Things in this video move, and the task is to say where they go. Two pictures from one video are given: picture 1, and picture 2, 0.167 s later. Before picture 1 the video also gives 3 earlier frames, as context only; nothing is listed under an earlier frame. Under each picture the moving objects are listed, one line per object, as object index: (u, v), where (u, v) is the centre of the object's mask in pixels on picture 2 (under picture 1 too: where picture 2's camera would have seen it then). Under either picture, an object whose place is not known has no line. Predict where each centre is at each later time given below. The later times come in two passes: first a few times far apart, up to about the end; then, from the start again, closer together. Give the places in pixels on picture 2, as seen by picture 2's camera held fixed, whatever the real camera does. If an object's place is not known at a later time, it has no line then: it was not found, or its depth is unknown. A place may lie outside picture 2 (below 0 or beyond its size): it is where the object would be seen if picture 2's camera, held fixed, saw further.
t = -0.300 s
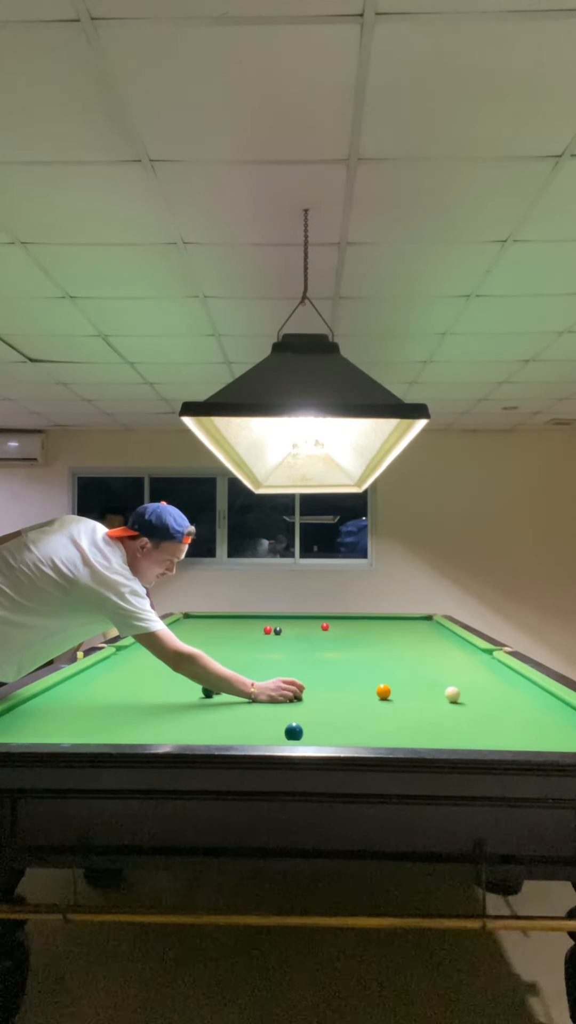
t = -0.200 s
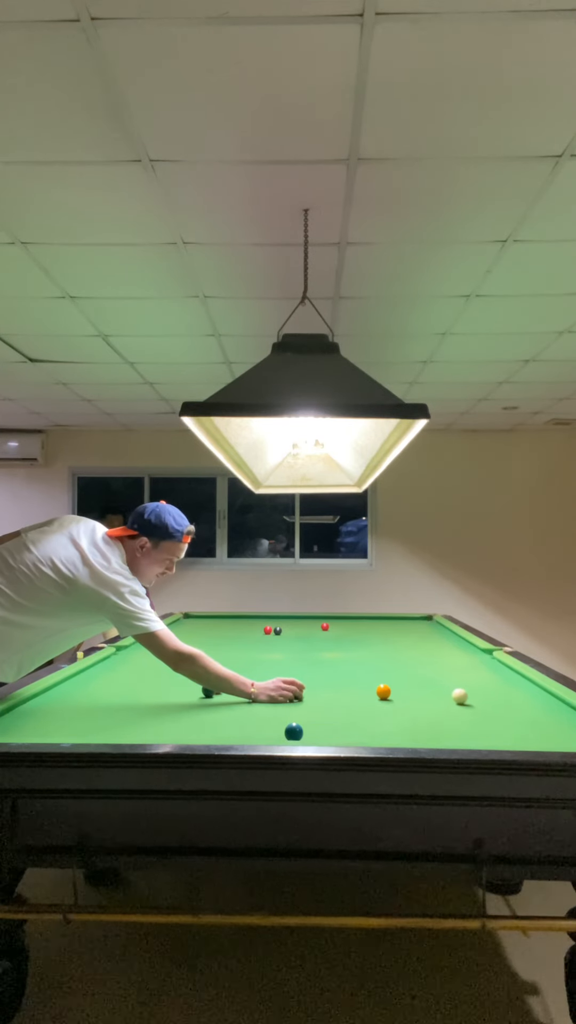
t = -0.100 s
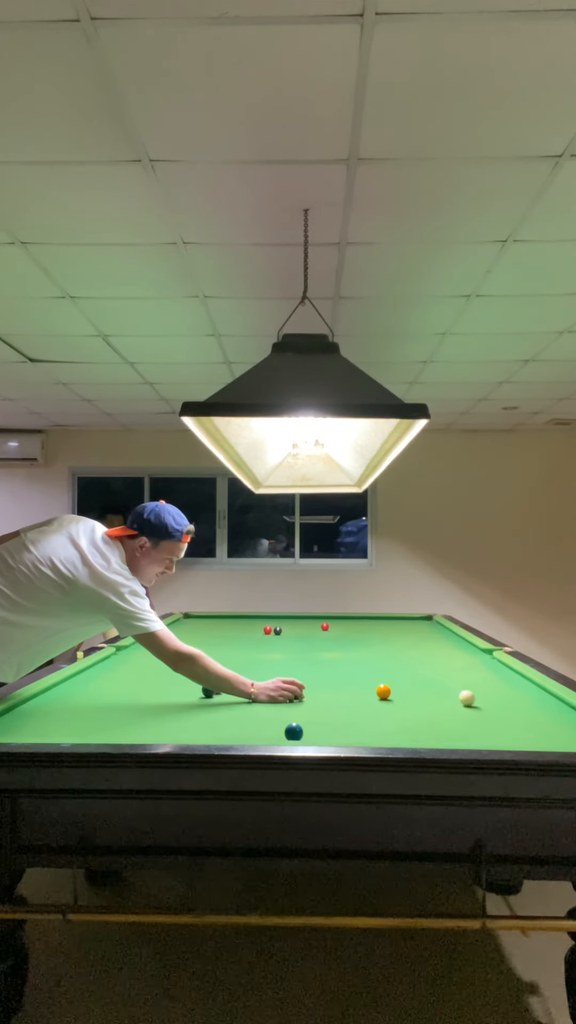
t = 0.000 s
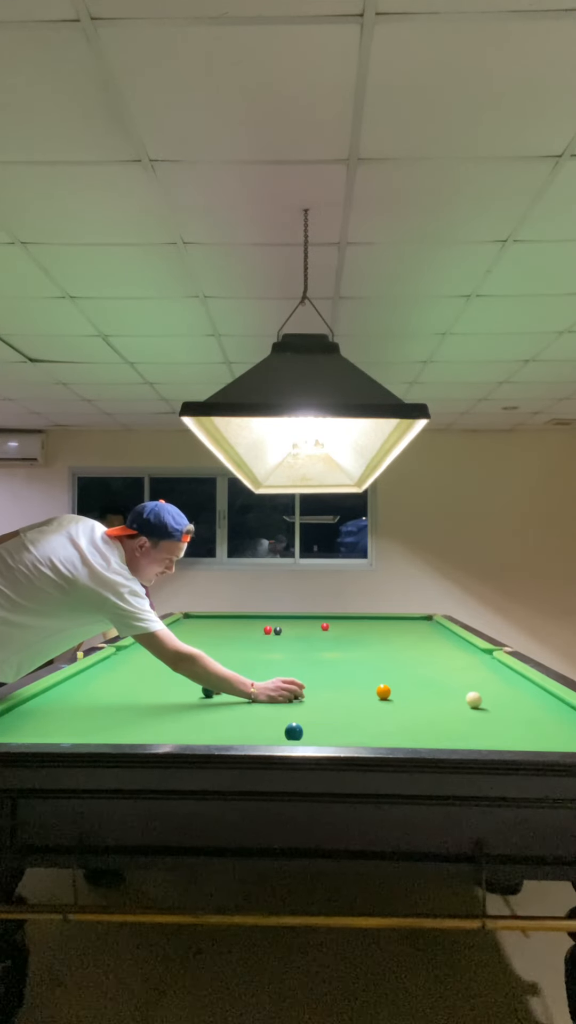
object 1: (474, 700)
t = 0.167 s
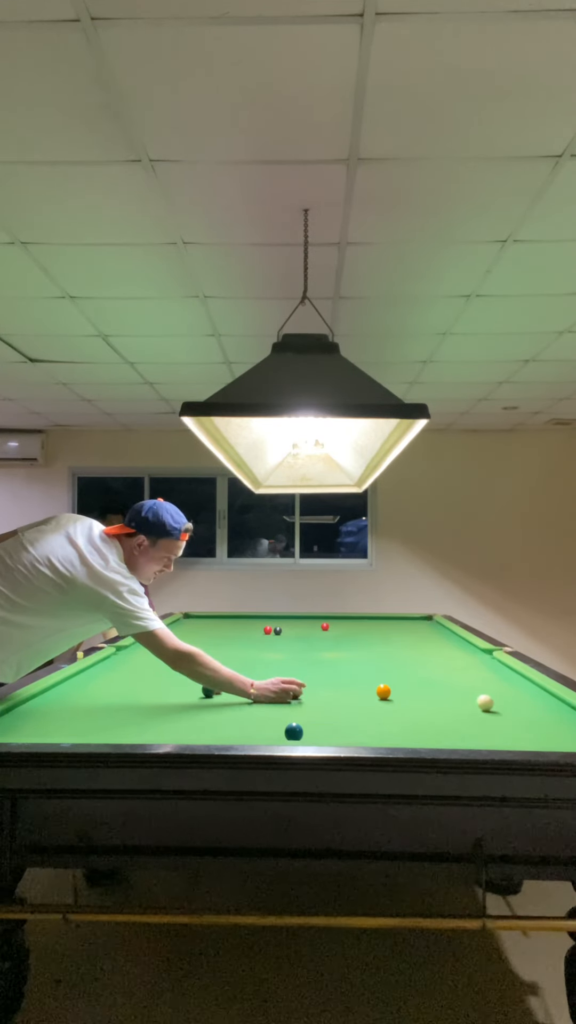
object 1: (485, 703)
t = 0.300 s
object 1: (493, 705)
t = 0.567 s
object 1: (510, 709)
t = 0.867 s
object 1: (527, 713)
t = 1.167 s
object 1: (543, 717)
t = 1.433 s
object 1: (554, 720)
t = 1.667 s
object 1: (562, 721)
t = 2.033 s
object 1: (569, 723)
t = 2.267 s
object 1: (570, 723)
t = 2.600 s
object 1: (570, 724)
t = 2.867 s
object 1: (570, 724)
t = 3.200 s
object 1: (570, 724)
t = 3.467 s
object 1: (570, 724)
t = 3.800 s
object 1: (570, 724)
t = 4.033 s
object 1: (570, 724)
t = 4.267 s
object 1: (570, 724)
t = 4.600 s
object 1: (570, 724)
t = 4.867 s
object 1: (570, 724)
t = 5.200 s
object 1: (571, 724)
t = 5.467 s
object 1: (570, 724)
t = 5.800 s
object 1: (570, 724)
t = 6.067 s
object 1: (570, 724)
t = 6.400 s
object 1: (570, 724)
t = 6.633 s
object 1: (570, 724)
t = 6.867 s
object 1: (571, 724)
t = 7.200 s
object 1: (571, 724)
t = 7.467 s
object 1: (570, 724)
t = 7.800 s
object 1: (571, 724)
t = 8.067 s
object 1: (571, 724)
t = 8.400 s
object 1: (571, 724)
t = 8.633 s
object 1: (571, 724)
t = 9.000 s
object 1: (571, 724)
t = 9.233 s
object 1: (570, 724)
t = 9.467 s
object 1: (570, 724)
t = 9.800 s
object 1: (570, 724)
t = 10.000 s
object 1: (570, 724)
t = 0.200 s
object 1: (487, 703)
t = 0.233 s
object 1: (489, 704)
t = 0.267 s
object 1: (491, 704)
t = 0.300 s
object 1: (493, 705)
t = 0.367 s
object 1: (497, 706)
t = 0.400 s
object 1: (500, 706)
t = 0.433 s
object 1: (502, 707)
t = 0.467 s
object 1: (504, 708)
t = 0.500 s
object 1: (506, 708)
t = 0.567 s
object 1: (510, 709)
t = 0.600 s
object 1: (512, 710)
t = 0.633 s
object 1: (514, 710)
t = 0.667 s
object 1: (516, 710)
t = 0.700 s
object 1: (518, 711)
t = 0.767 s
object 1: (522, 712)
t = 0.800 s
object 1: (523, 712)
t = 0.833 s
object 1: (525, 713)
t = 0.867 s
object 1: (527, 713)
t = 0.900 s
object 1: (529, 714)
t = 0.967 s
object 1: (532, 715)
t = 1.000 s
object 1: (534, 715)
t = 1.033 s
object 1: (536, 715)
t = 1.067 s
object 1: (538, 716)
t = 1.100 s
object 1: (539, 716)
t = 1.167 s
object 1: (543, 717)
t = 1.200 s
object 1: (544, 717)
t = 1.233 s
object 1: (545, 718)
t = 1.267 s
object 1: (547, 718)
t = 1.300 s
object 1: (548, 718)
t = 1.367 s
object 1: (551, 719)
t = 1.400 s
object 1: (553, 719)
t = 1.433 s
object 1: (554, 720)
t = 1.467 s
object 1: (555, 720)
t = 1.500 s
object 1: (557, 720)
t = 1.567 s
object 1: (559, 721)
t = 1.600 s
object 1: (560, 721)
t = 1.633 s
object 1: (561, 721)
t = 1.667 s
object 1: (562, 721)
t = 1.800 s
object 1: (566, 722)
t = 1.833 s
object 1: (566, 722)
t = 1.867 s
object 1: (567, 722)
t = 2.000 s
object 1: (568, 723)
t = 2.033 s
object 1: (569, 723)
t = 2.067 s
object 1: (569, 723)
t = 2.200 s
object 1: (570, 723)
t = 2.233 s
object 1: (570, 723)
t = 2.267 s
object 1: (570, 723)
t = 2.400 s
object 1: (570, 724)
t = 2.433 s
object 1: (570, 724)
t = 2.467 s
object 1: (570, 724)
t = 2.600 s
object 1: (570, 724)
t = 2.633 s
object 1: (570, 724)
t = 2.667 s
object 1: (570, 724)
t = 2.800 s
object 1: (570, 724)
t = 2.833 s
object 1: (570, 724)
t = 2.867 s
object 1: (570, 724)
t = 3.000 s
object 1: (570, 724)
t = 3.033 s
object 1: (570, 724)
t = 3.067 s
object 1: (570, 724)
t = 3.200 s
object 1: (570, 724)
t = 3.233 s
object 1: (570, 724)
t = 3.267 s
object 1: (570, 724)
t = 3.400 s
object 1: (570, 724)
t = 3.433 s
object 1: (570, 724)
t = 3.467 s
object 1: (570, 724)
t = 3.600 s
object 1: (570, 724)
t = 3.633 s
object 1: (570, 724)
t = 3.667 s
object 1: (570, 724)
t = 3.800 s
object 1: (570, 724)
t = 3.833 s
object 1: (570, 724)
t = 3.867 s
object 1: (570, 724)
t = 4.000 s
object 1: (570, 724)
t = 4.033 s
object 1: (570, 724)
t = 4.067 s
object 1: (570, 724)
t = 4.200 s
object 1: (570, 724)
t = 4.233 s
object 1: (570, 724)
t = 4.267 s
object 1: (570, 724)
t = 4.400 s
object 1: (570, 724)
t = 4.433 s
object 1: (570, 724)
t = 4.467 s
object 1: (570, 724)
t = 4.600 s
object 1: (570, 724)
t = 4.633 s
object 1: (570, 724)
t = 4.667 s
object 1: (570, 724)
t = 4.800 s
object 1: (571, 724)
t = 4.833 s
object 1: (571, 724)
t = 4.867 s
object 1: (570, 724)
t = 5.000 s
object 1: (570, 724)
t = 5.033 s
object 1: (570, 724)
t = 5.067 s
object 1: (570, 724)
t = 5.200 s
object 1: (571, 724)
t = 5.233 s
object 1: (570, 724)
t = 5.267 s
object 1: (570, 724)
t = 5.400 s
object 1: (570, 724)
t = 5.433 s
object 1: (570, 724)
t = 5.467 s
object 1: (570, 724)
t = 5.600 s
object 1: (570, 724)
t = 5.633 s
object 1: (570, 724)
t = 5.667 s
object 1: (571, 724)
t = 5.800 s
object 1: (570, 724)
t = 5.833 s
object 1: (570, 724)
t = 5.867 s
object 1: (570, 724)
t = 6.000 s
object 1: (570, 724)
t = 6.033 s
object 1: (570, 724)
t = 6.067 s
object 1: (570, 724)
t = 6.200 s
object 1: (570, 724)
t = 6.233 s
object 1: (570, 724)
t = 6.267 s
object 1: (570, 724)
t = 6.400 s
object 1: (570, 724)
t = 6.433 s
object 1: (570, 724)
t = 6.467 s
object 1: (570, 724)
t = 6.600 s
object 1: (570, 724)
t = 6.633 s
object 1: (570, 724)
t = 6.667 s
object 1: (570, 724)
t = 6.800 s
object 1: (571, 724)
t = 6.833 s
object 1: (571, 724)
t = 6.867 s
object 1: (571, 724)
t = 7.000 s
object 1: (571, 724)
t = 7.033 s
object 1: (570, 724)
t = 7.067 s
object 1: (570, 724)
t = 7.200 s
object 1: (571, 724)
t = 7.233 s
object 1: (570, 724)
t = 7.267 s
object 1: (571, 724)
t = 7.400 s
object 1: (570, 724)
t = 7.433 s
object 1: (570, 724)
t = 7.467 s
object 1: (570, 724)
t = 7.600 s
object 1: (570, 724)
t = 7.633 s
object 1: (570, 724)
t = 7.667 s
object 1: (570, 724)
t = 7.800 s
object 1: (571, 724)
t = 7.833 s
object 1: (570, 724)
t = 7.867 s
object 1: (570, 724)
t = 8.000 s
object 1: (570, 724)
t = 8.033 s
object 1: (570, 724)
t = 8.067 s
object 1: (571, 724)
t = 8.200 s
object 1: (570, 724)
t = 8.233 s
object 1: (570, 724)
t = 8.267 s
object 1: (570, 724)
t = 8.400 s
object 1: (571, 724)
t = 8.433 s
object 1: (571, 724)
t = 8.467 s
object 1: (571, 724)
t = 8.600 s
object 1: (571, 724)
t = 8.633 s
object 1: (571, 724)
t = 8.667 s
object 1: (570, 724)
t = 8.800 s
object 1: (570, 724)
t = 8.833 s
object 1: (570, 724)
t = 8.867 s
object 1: (570, 724)
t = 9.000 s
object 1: (571, 724)
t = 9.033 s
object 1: (570, 724)
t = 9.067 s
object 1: (570, 724)
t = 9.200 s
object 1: (570, 724)
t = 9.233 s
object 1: (570, 724)
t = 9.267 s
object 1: (570, 724)
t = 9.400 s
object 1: (570, 724)
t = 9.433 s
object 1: (570, 724)
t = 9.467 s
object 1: (570, 724)
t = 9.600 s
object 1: (570, 724)
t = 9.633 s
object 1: (570, 724)
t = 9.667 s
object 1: (570, 724)
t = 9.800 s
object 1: (570, 724)
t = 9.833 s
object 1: (570, 724)
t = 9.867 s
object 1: (570, 724)
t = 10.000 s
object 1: (570, 724)
